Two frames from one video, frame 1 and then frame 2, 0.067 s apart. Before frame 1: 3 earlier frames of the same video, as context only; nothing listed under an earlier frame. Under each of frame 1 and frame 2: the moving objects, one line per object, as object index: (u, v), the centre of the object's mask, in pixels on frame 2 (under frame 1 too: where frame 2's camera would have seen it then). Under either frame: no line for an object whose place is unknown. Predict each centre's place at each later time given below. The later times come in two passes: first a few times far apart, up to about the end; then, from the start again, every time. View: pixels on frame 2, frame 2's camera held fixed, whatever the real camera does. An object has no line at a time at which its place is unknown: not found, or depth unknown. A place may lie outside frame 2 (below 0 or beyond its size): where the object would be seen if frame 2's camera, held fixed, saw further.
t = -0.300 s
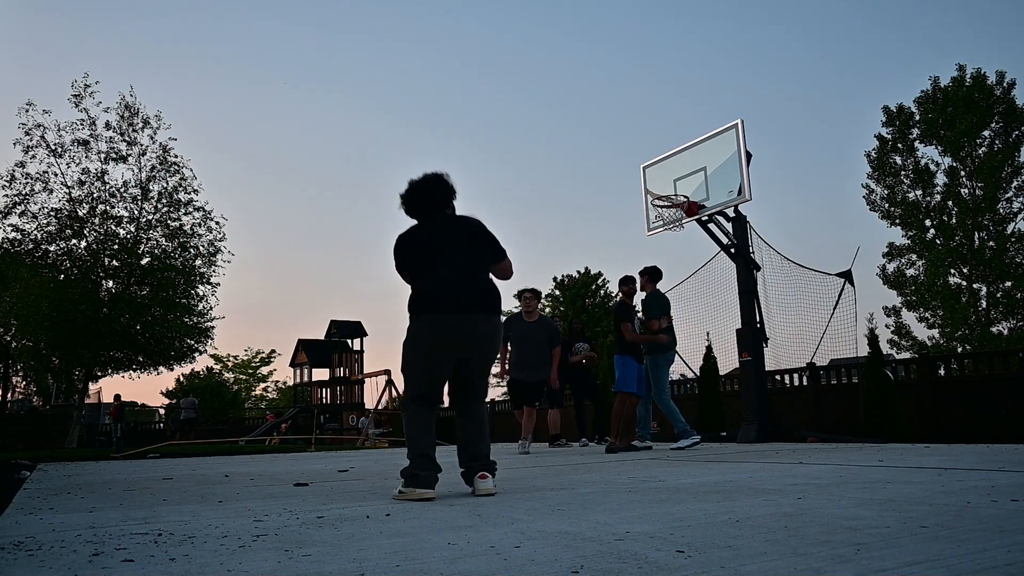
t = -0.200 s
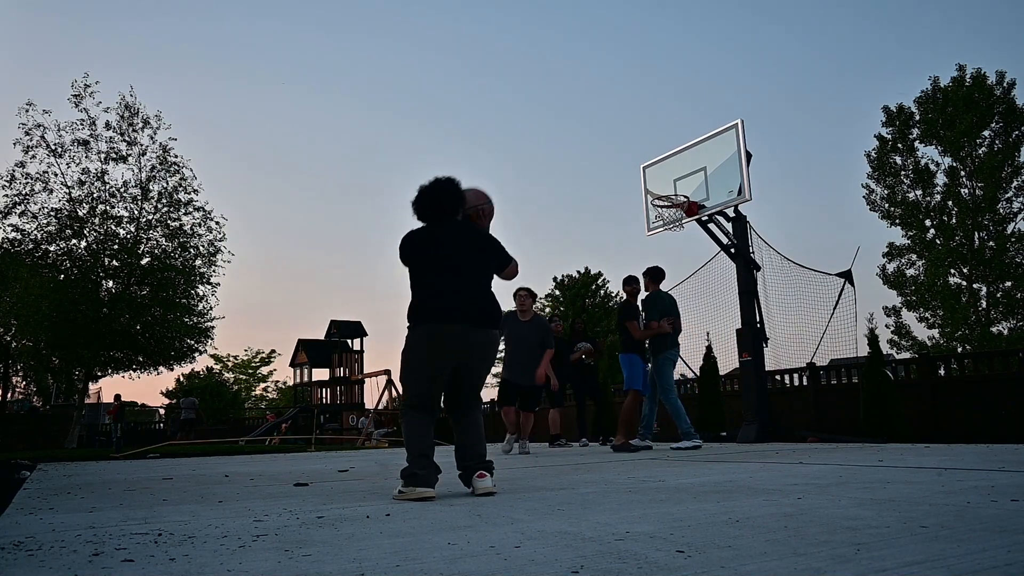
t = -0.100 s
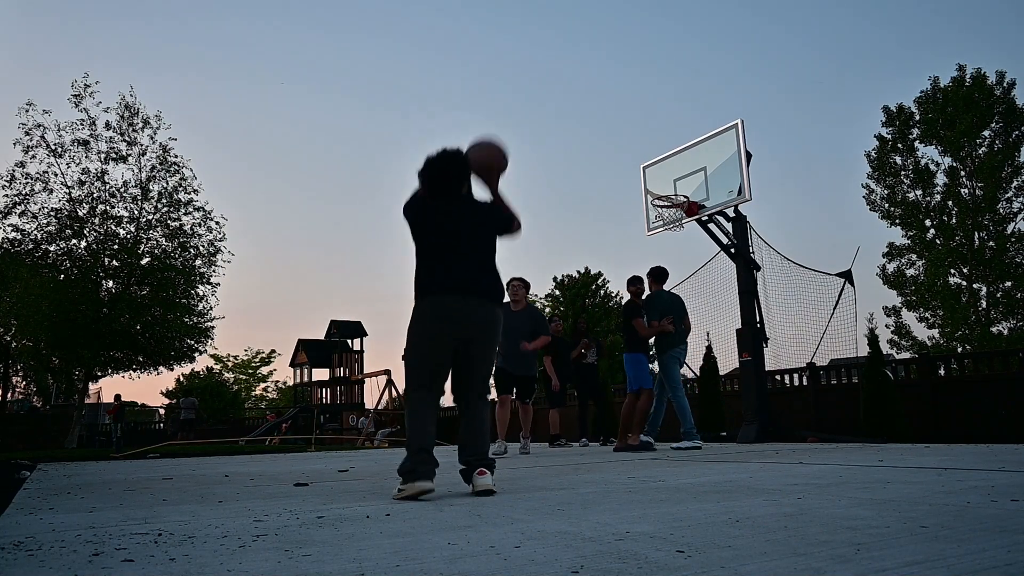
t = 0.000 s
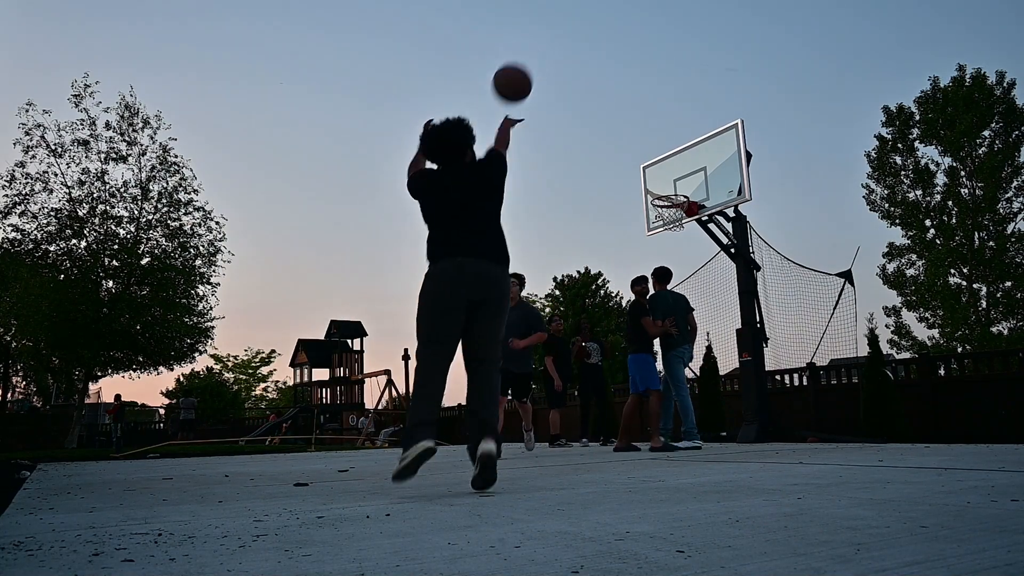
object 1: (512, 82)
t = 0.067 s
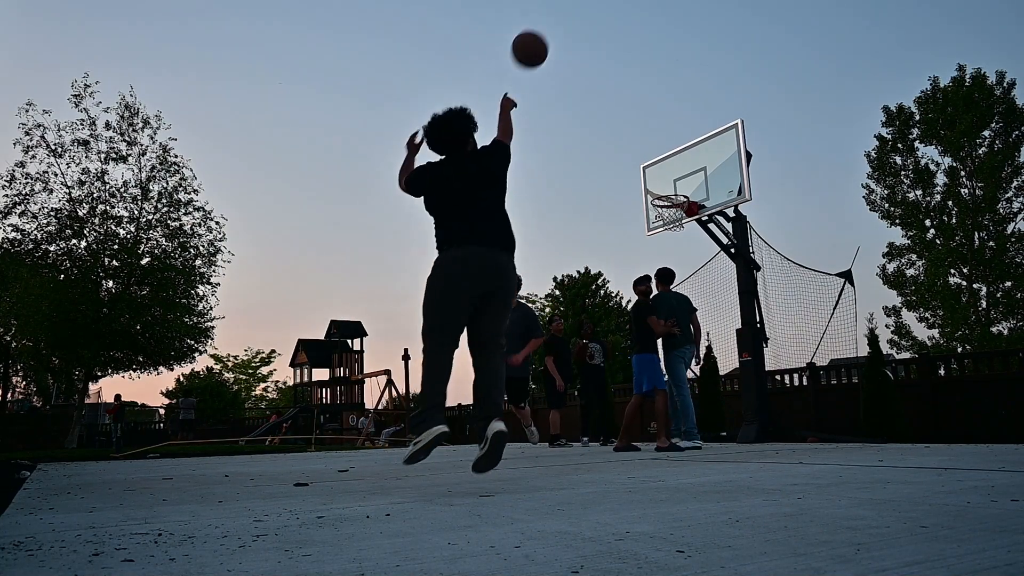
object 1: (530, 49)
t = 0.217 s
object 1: (562, 11)
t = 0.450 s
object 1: (599, 8)
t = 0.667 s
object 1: (626, 42)
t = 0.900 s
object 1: (650, 114)
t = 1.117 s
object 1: (670, 196)
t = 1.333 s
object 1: (668, 207)
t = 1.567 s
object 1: (672, 227)
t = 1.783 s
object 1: (678, 272)
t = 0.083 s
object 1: (534, 43)
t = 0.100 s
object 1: (537, 37)
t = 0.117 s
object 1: (541, 31)
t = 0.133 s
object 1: (545, 26)
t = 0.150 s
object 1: (548, 22)
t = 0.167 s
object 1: (552, 17)
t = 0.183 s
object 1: (555, 15)
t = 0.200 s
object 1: (559, 13)
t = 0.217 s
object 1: (562, 11)
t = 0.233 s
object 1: (565, 10)
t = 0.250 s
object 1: (568, 9)
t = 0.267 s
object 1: (571, 8)
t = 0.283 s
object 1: (574, 8)
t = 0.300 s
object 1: (576, 7)
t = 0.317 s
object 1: (579, 7)
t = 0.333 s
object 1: (582, 6)
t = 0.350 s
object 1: (584, 6)
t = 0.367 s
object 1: (587, 6)
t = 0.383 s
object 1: (589, 6)
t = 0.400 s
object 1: (592, 7)
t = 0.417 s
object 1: (594, 7)
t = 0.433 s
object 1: (596, 8)
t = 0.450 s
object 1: (599, 8)
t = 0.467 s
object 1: (601, 9)
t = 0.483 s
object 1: (603, 10)
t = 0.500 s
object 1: (606, 11)
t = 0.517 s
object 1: (608, 13)
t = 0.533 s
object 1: (610, 15)
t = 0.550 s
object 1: (612, 18)
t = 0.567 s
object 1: (614, 21)
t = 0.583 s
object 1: (616, 24)
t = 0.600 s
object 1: (618, 27)
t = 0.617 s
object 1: (620, 31)
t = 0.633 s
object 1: (622, 35)
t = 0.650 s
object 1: (624, 38)
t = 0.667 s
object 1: (626, 42)
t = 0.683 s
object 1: (628, 47)
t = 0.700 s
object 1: (629, 51)
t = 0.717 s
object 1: (631, 55)
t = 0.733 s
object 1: (633, 60)
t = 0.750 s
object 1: (635, 65)
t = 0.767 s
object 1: (637, 70)
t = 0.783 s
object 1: (638, 75)
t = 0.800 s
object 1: (640, 80)
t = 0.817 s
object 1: (642, 85)
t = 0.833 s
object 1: (644, 91)
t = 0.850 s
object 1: (645, 96)
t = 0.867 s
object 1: (647, 102)
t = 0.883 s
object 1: (649, 108)
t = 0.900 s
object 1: (650, 114)
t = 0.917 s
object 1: (652, 120)
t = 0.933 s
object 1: (653, 126)
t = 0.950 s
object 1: (655, 133)
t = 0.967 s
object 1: (656, 139)
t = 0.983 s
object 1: (658, 145)
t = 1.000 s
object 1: (660, 152)
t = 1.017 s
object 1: (661, 159)
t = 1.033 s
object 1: (663, 167)
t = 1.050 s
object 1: (664, 173)
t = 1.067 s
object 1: (666, 180)
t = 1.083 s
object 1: (667, 187)
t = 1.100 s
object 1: (669, 192)
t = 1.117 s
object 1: (670, 196)
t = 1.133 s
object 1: (671, 200)
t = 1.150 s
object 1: (671, 203)
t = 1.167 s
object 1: (671, 206)
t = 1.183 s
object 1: (671, 207)
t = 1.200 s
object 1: (670, 208)
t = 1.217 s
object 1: (669, 210)
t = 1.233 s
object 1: (669, 211)
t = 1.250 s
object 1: (668, 212)
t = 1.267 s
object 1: (669, 211)
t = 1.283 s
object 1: (669, 210)
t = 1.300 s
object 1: (668, 209)
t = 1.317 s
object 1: (668, 208)
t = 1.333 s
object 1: (668, 207)
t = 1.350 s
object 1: (668, 207)
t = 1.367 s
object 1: (668, 208)
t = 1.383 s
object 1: (669, 209)
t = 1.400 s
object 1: (669, 210)
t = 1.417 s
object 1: (669, 211)
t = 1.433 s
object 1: (669, 213)
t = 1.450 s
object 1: (669, 215)
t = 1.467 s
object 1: (669, 216)
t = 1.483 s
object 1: (670, 218)
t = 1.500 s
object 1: (671, 220)
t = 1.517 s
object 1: (671, 221)
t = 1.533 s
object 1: (671, 223)
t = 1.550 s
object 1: (671, 225)
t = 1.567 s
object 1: (672, 227)
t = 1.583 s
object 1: (672, 231)
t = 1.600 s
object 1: (673, 233)
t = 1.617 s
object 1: (673, 236)
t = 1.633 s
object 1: (674, 239)
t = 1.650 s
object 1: (674, 242)
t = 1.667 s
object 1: (675, 245)
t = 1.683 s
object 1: (675, 249)
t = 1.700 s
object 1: (675, 253)
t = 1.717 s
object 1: (676, 257)
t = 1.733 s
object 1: (676, 261)
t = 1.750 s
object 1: (677, 265)
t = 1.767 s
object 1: (678, 269)
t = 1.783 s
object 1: (678, 272)
